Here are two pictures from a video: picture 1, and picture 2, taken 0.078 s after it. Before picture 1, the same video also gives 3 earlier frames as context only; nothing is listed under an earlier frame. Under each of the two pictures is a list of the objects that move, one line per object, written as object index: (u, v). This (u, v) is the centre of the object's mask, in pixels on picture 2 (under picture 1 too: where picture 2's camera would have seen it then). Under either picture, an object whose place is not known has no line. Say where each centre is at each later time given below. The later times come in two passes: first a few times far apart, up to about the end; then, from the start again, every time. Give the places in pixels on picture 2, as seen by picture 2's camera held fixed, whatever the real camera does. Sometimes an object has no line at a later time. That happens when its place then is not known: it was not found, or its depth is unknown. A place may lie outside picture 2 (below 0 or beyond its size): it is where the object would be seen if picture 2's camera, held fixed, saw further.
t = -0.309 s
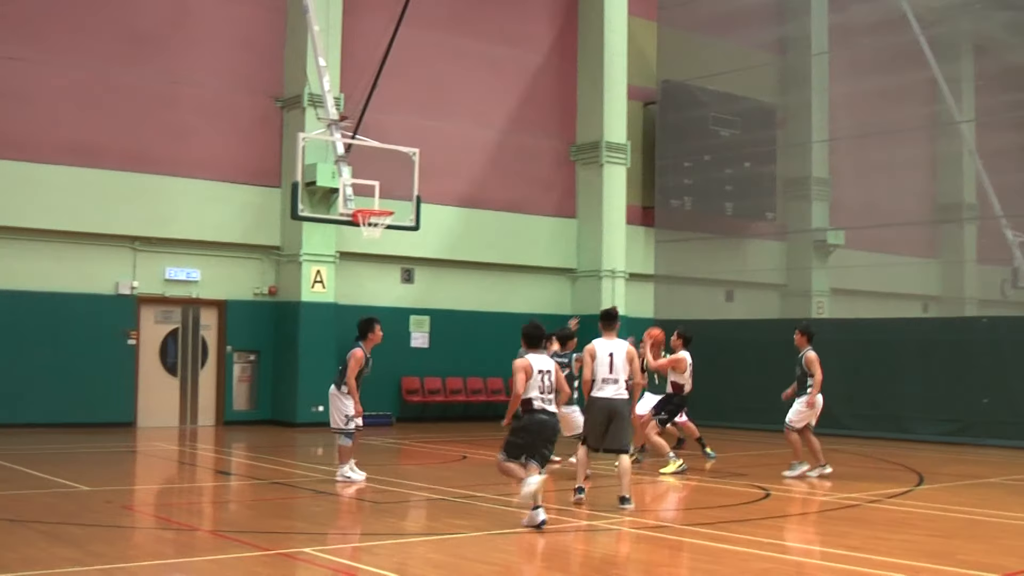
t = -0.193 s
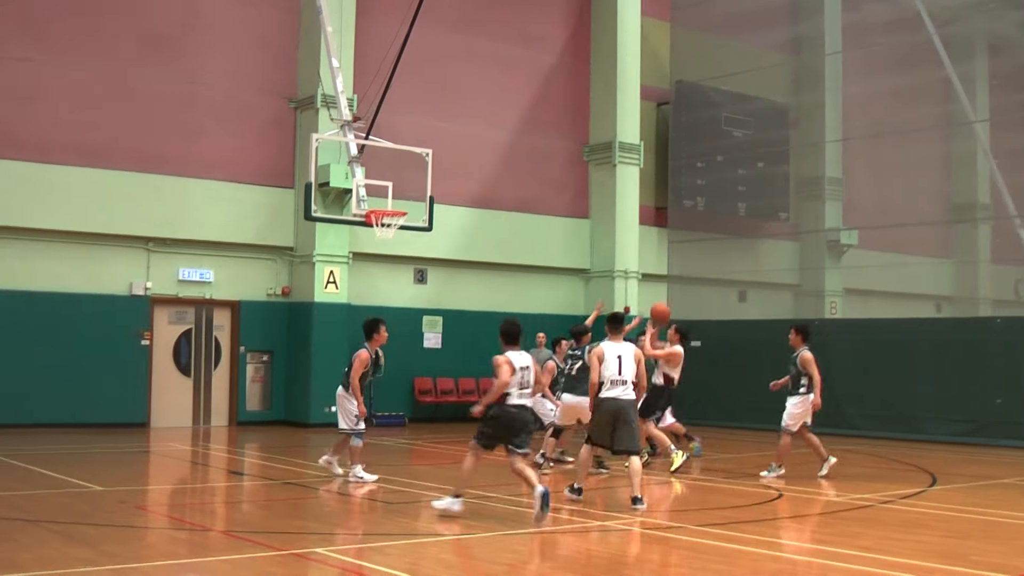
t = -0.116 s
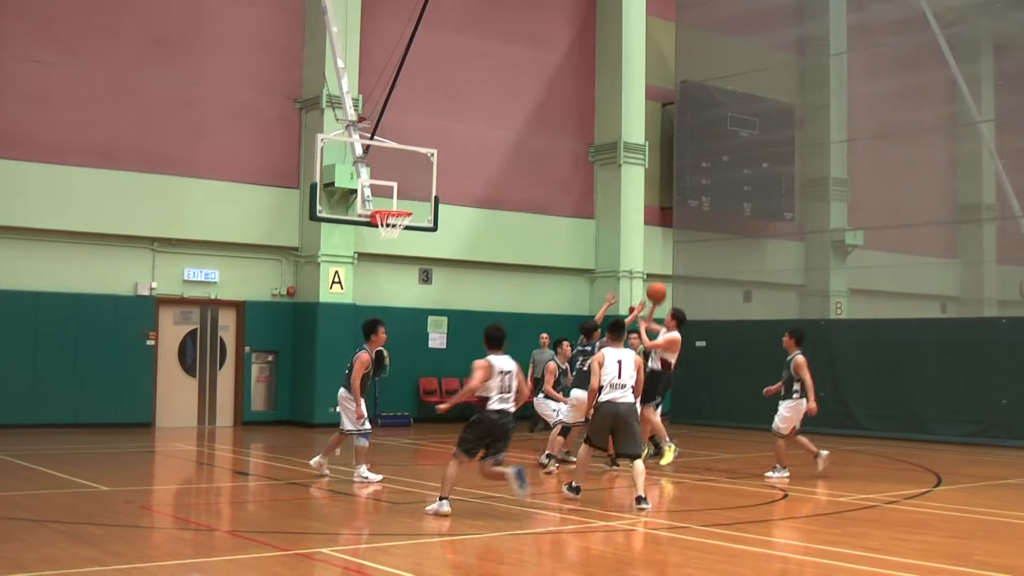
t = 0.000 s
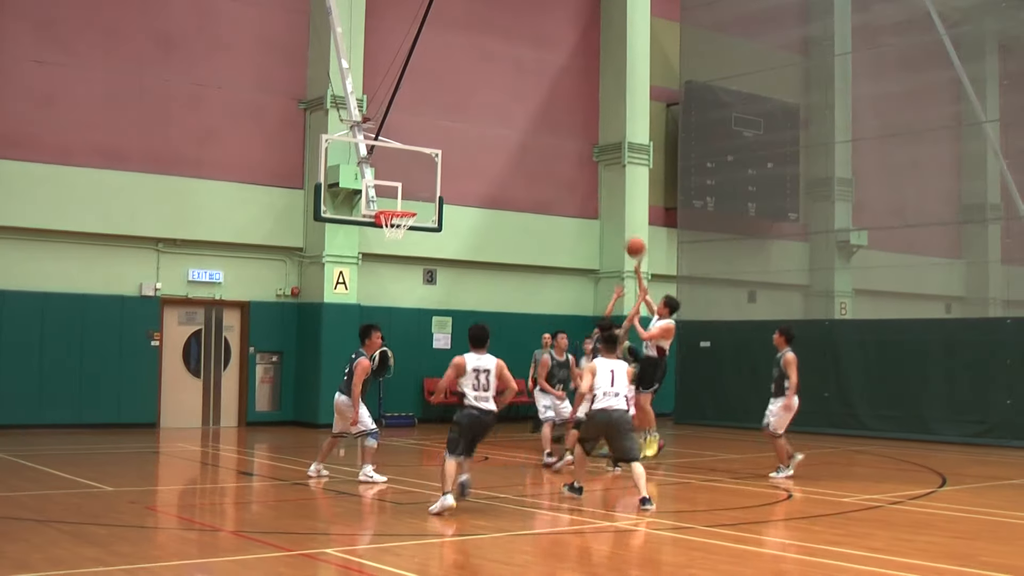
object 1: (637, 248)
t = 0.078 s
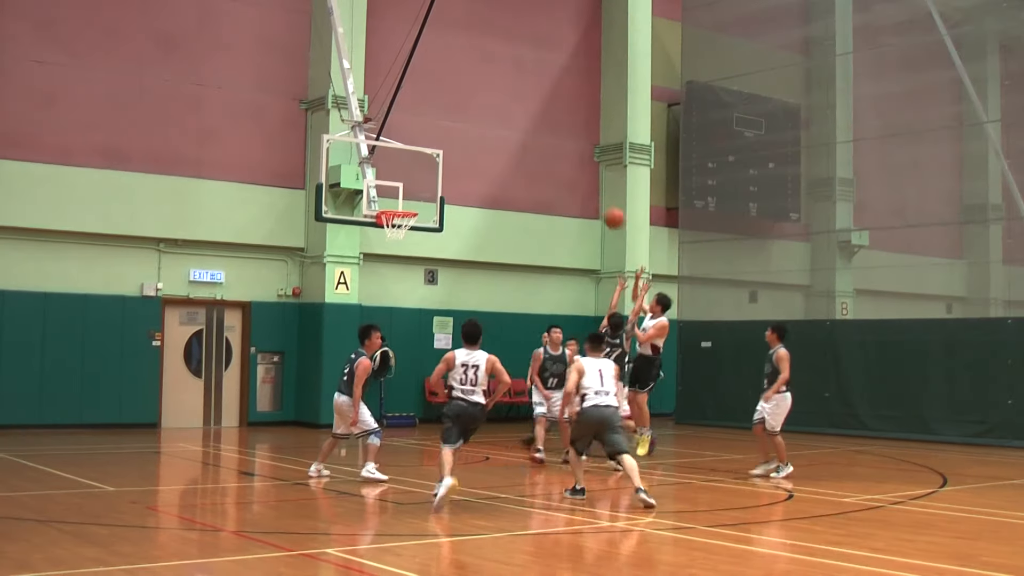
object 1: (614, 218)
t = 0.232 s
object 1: (570, 177)
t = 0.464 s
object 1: (506, 154)
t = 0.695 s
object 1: (445, 176)
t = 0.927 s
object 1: (385, 236)
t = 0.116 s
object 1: (604, 206)
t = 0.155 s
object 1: (592, 195)
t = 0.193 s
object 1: (581, 185)
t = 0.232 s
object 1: (570, 177)
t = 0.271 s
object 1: (560, 170)
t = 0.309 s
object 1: (549, 164)
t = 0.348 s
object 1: (539, 160)
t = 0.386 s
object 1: (528, 157)
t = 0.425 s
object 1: (517, 155)
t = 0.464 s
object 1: (506, 154)
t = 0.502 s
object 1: (495, 155)
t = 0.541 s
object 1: (485, 157)
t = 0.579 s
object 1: (475, 160)
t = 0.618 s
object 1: (464, 164)
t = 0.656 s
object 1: (454, 169)
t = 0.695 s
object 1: (445, 176)
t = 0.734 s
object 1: (434, 184)
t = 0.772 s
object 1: (424, 193)
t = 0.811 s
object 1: (413, 203)
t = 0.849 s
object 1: (404, 212)
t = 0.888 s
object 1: (396, 227)
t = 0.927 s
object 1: (385, 236)
